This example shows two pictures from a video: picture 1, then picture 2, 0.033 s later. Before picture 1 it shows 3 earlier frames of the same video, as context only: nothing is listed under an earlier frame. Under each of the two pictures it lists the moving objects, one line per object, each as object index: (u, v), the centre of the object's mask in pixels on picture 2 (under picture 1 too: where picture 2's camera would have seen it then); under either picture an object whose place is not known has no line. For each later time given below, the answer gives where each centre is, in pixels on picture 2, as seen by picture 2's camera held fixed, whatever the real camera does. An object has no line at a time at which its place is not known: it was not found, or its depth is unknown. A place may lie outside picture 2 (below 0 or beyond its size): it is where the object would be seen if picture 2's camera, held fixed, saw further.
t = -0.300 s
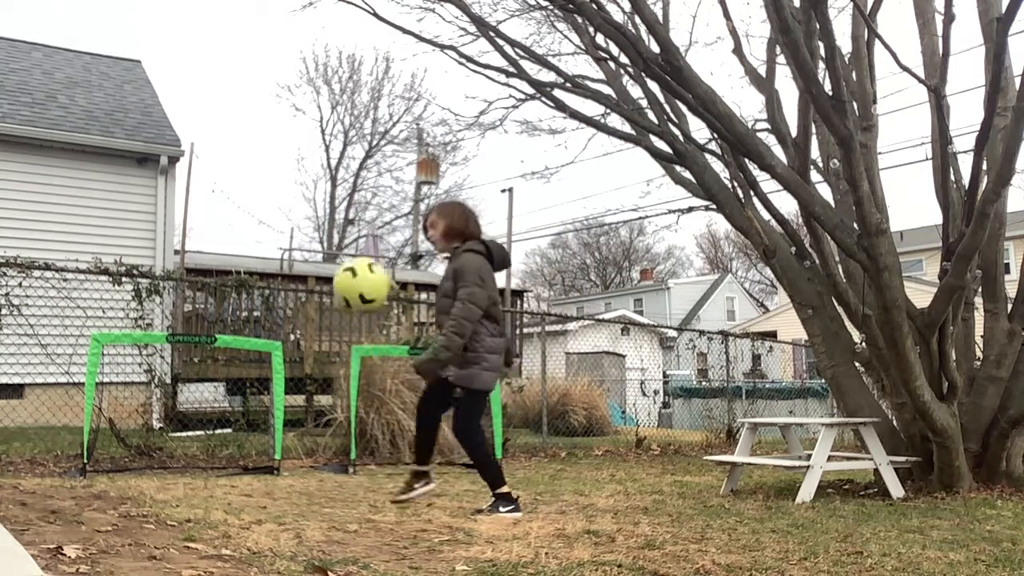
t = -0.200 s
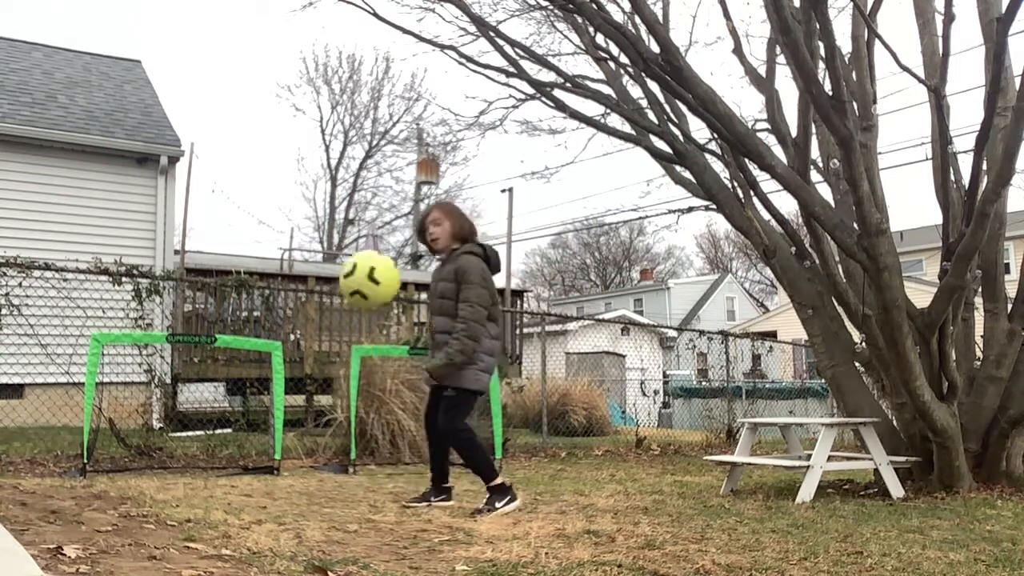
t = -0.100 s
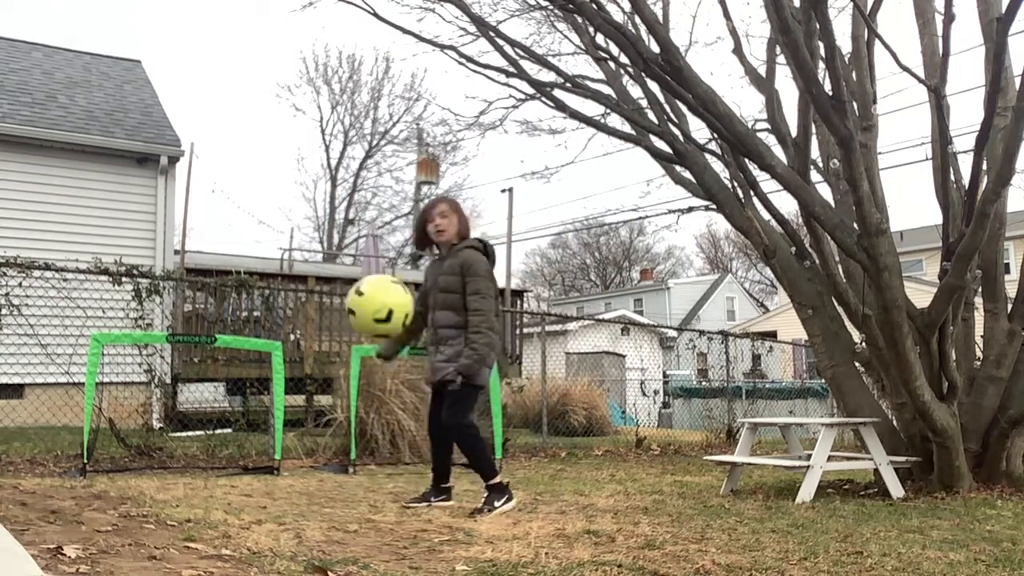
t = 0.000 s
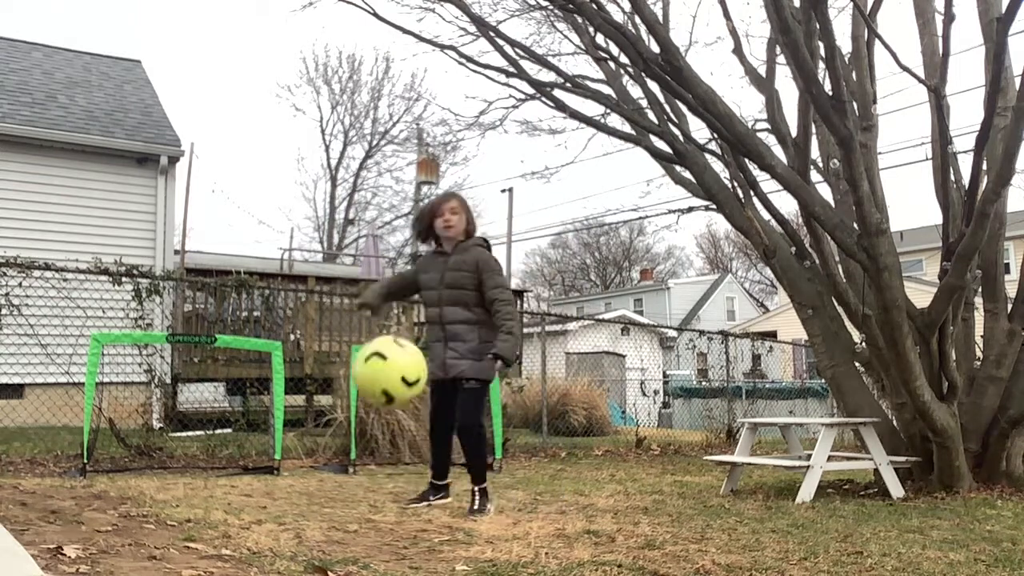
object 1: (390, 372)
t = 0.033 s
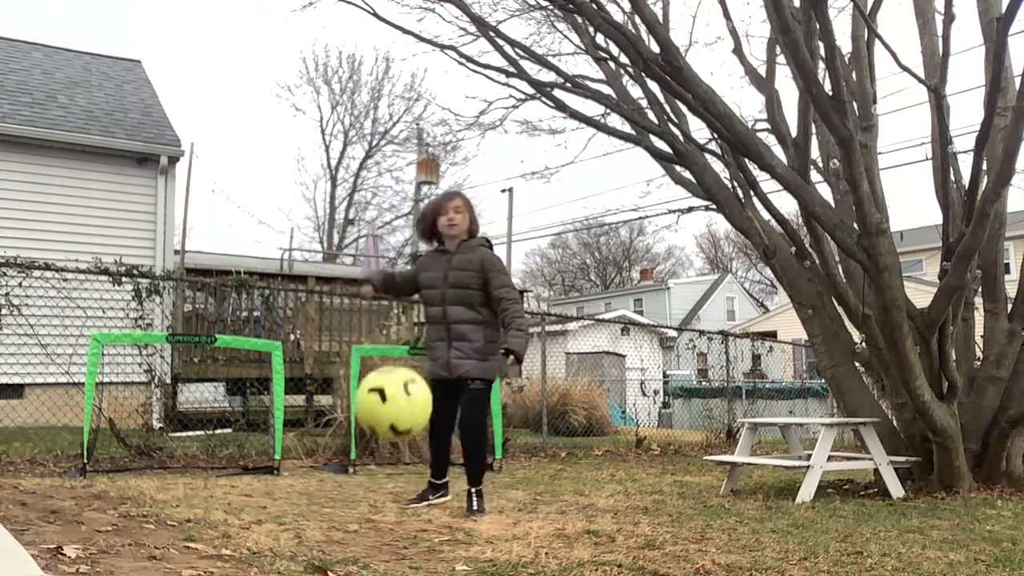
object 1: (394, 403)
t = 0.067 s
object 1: (398, 441)
